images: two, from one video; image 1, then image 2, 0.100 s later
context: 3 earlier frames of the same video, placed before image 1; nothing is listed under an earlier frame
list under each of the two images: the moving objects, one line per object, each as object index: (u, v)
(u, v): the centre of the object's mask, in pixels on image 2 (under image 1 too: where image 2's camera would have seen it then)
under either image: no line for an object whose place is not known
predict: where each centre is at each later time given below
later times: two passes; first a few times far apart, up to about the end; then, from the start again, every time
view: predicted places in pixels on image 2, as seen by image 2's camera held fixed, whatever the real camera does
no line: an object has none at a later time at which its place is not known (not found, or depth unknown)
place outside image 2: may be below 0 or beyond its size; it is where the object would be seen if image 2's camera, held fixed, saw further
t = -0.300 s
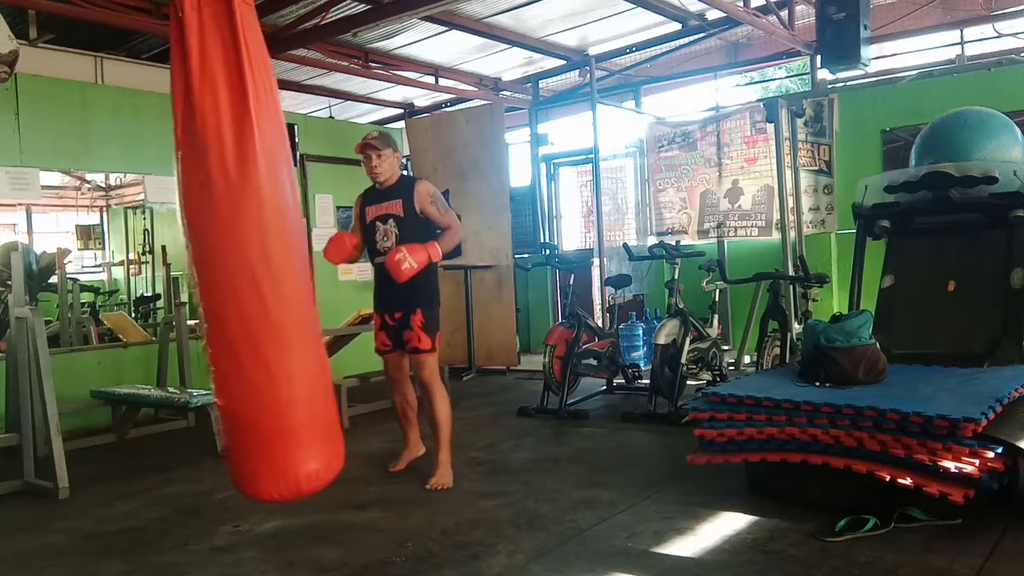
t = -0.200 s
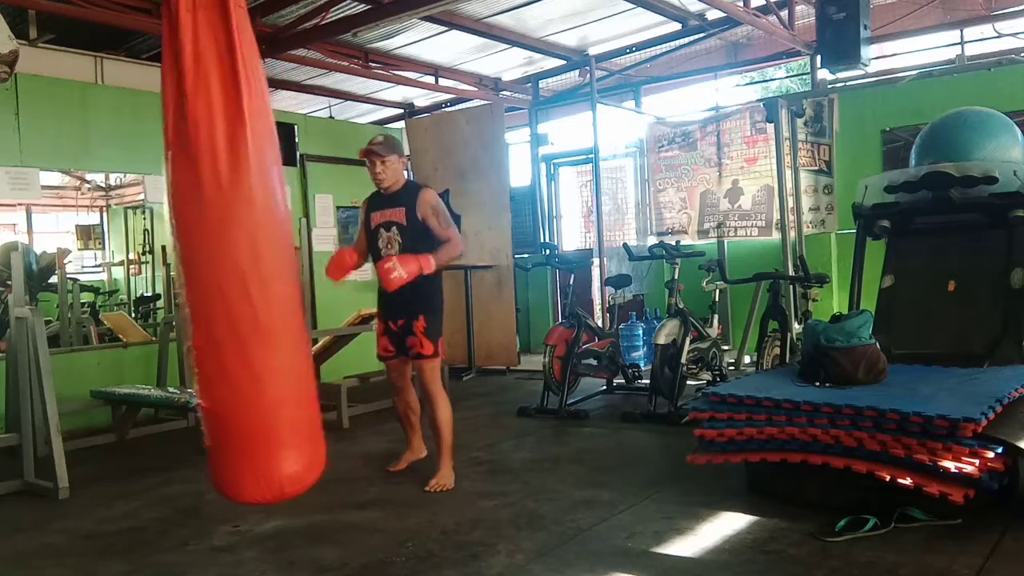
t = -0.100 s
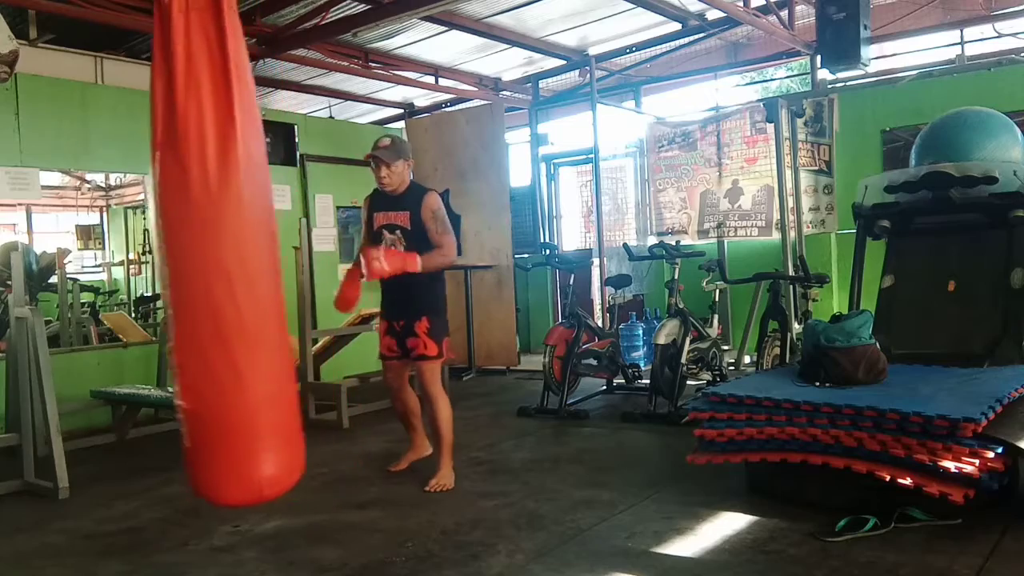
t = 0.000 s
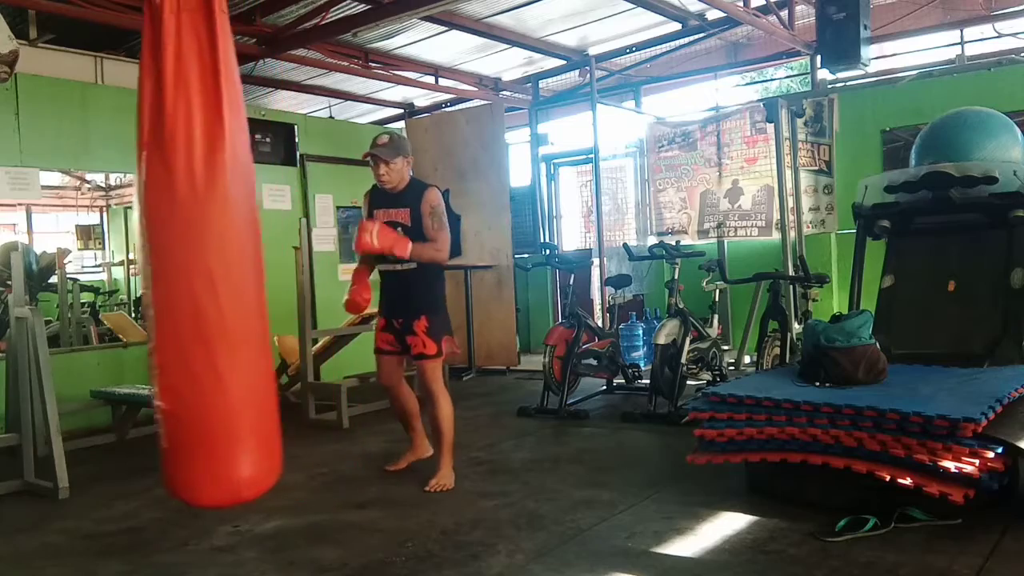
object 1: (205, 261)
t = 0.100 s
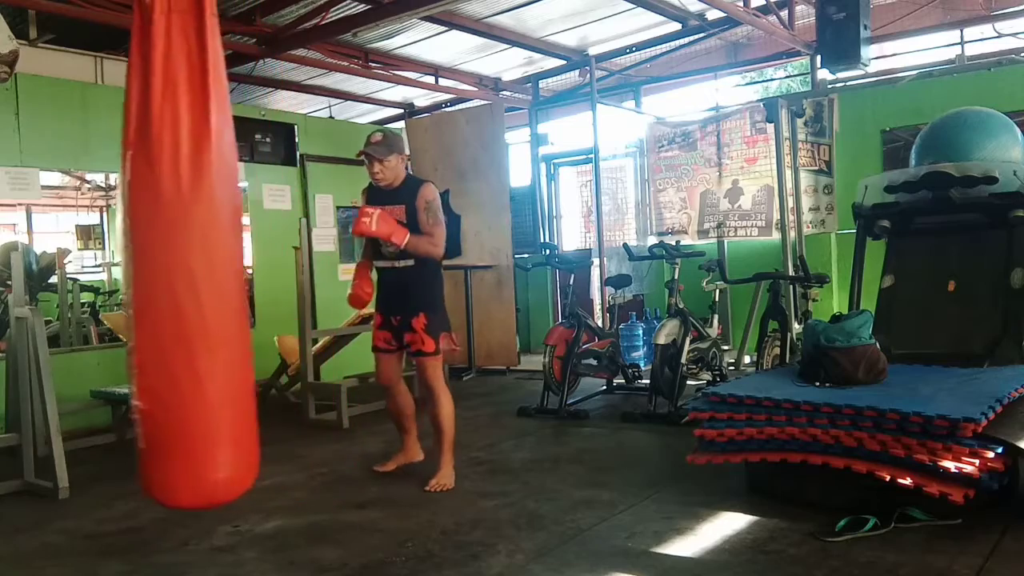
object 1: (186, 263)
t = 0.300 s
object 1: (152, 263)
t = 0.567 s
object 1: (123, 261)
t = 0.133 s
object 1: (179, 261)
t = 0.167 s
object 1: (175, 263)
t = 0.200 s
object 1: (167, 261)
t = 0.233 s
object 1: (163, 263)
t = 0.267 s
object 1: (157, 262)
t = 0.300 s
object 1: (152, 263)
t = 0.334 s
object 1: (148, 262)
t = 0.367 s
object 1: (143, 263)
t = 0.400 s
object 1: (138, 261)
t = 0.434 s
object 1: (135, 261)
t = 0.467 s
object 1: (132, 262)
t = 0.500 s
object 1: (129, 262)
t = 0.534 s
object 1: (126, 263)
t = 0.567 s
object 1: (123, 261)
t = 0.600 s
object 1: (122, 262)
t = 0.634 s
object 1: (120, 261)
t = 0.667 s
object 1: (119, 262)
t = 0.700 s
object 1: (119, 262)
